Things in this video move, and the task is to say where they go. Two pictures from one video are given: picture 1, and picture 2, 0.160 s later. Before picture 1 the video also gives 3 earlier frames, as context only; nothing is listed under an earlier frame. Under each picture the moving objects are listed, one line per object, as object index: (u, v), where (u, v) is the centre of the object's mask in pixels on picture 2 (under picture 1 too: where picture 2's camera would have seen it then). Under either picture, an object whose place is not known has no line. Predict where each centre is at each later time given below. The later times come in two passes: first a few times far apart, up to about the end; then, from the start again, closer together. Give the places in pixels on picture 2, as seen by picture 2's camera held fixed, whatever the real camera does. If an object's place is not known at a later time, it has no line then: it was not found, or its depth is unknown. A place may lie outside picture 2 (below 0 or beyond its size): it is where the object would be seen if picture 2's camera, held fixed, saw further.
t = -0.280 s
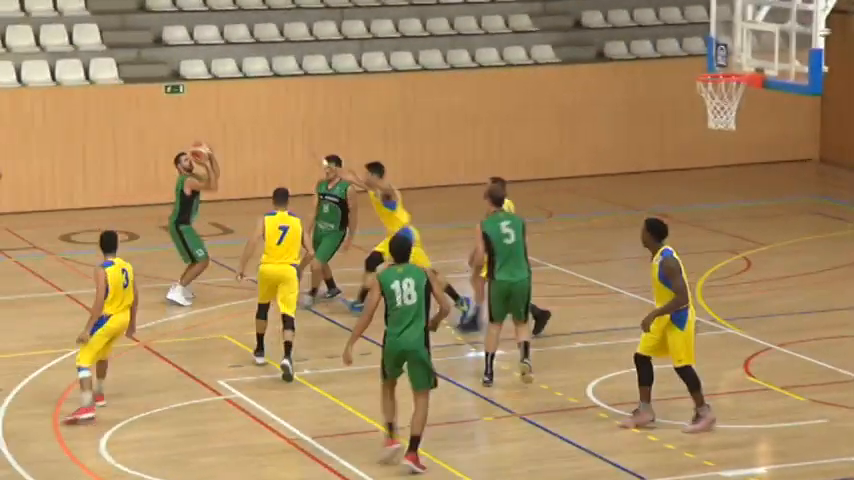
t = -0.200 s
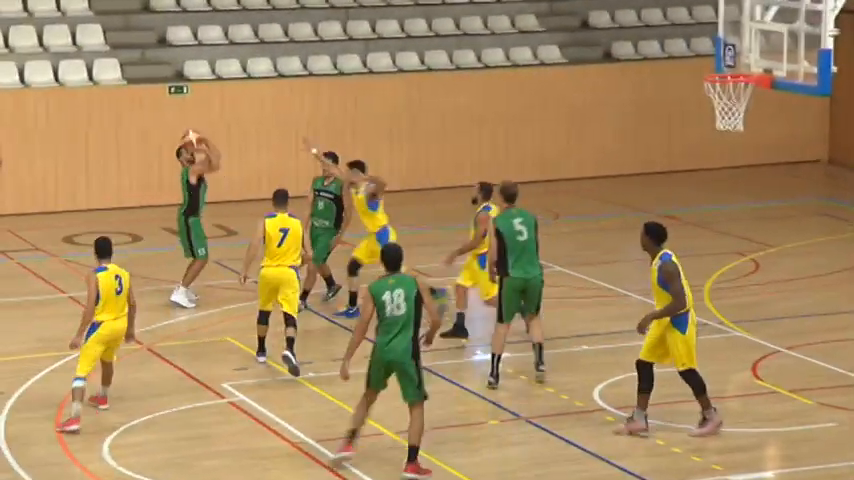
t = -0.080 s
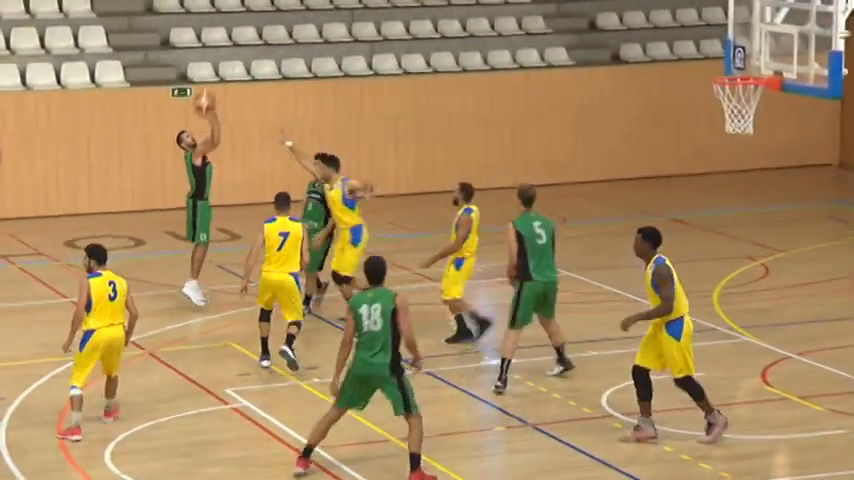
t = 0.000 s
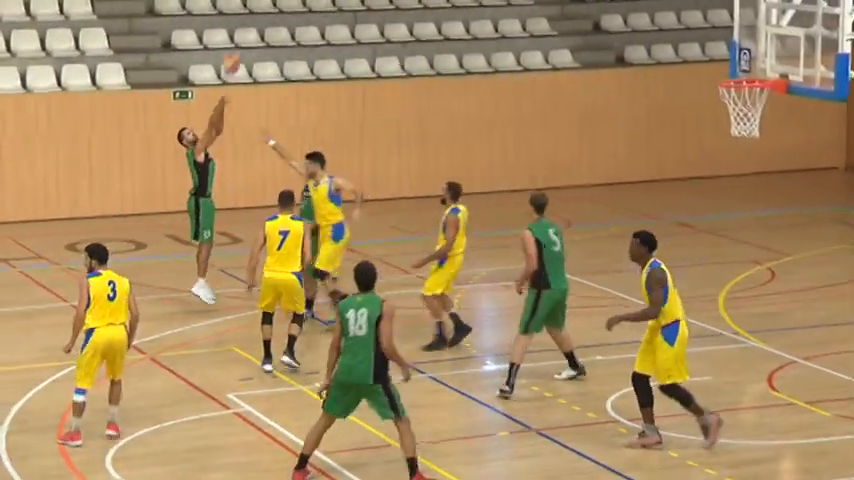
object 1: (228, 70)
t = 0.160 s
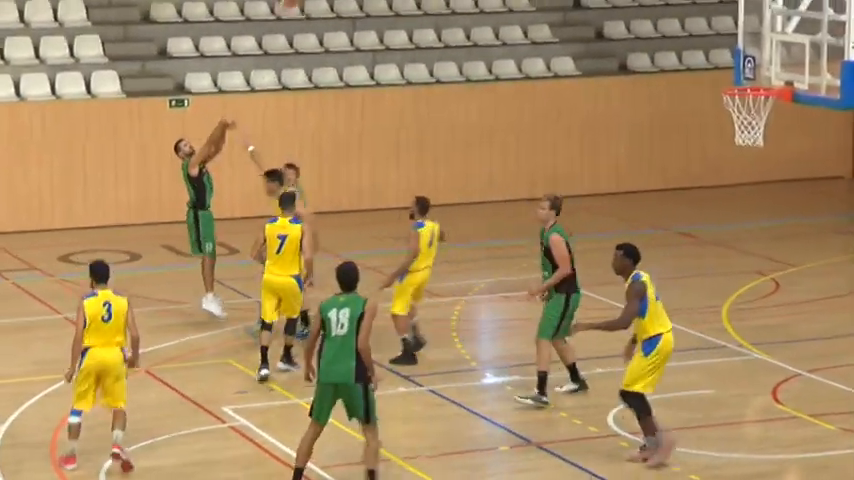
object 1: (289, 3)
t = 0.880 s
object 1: (607, -56)
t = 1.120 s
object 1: (726, 38)
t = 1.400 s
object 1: (780, 7)
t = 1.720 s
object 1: (770, -13)
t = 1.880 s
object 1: (755, 20)
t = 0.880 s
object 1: (607, -56)
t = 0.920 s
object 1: (626, -52)
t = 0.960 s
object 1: (646, -39)
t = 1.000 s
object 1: (666, -22)
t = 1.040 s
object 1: (686, -3)
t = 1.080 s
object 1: (706, 17)
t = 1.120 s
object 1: (726, 38)
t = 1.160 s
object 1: (743, 65)
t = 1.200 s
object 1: (759, 76)
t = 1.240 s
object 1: (763, 59)
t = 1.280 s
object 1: (767, 44)
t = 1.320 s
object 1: (771, 30)
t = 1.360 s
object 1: (776, 19)
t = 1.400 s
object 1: (780, 7)
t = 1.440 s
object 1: (785, -2)
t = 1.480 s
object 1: (787, -10)
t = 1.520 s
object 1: (786, -15)
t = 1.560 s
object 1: (783, -19)
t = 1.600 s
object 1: (780, -20)
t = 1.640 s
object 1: (777, -19)
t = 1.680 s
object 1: (773, -17)
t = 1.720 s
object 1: (770, -13)
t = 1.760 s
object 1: (766, -7)
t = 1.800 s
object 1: (763, 0)
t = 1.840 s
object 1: (759, 10)
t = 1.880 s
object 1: (755, 20)
